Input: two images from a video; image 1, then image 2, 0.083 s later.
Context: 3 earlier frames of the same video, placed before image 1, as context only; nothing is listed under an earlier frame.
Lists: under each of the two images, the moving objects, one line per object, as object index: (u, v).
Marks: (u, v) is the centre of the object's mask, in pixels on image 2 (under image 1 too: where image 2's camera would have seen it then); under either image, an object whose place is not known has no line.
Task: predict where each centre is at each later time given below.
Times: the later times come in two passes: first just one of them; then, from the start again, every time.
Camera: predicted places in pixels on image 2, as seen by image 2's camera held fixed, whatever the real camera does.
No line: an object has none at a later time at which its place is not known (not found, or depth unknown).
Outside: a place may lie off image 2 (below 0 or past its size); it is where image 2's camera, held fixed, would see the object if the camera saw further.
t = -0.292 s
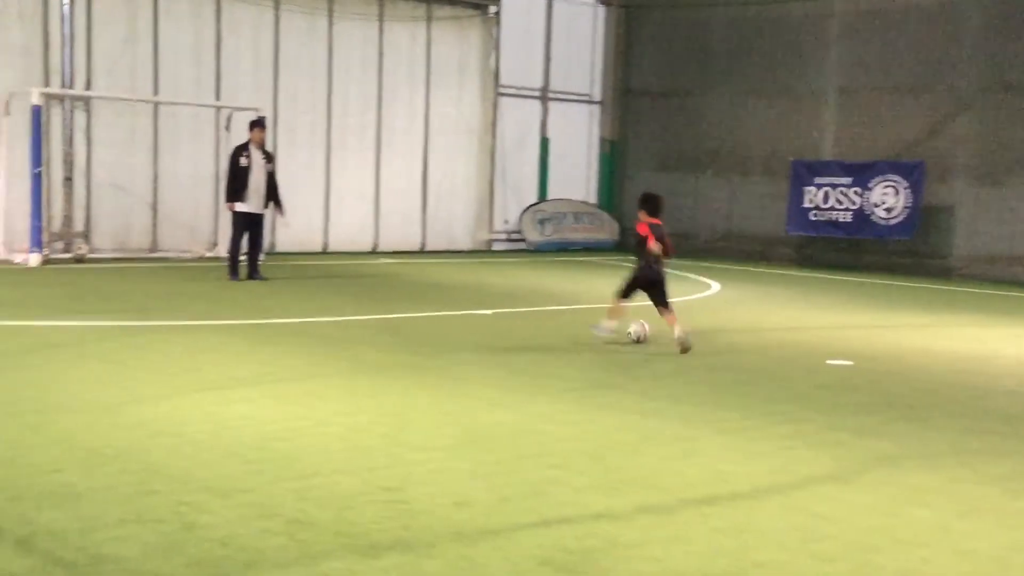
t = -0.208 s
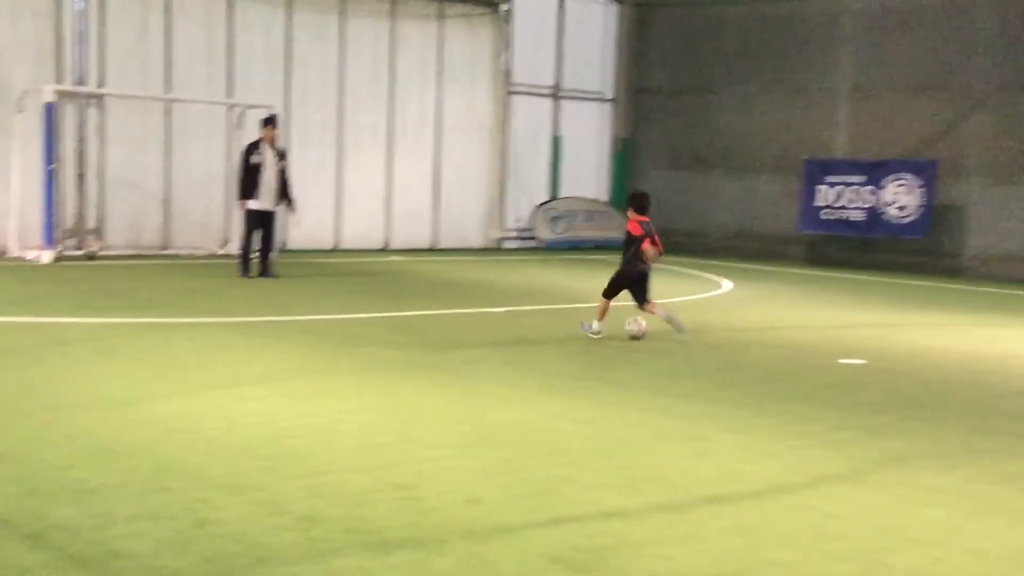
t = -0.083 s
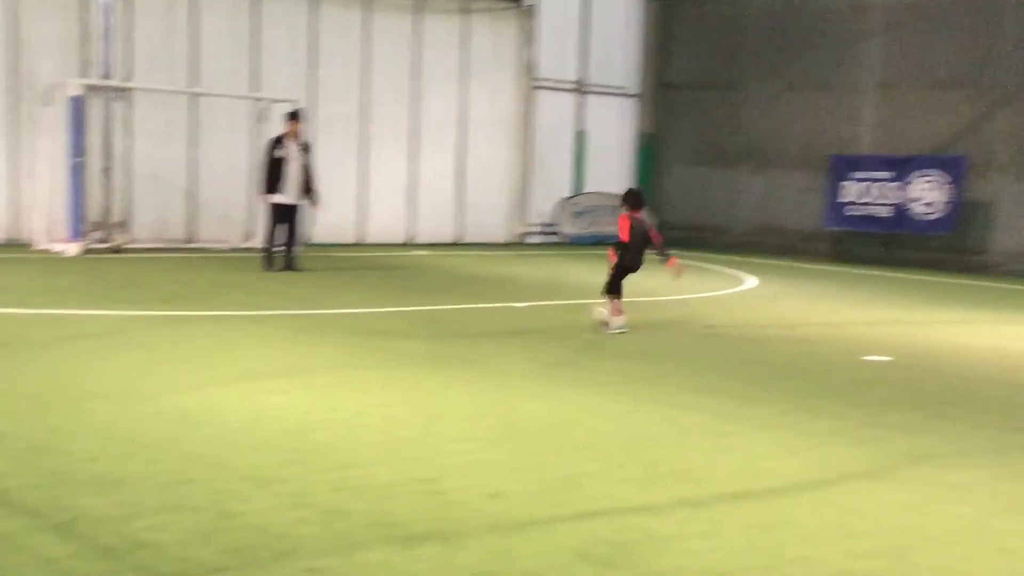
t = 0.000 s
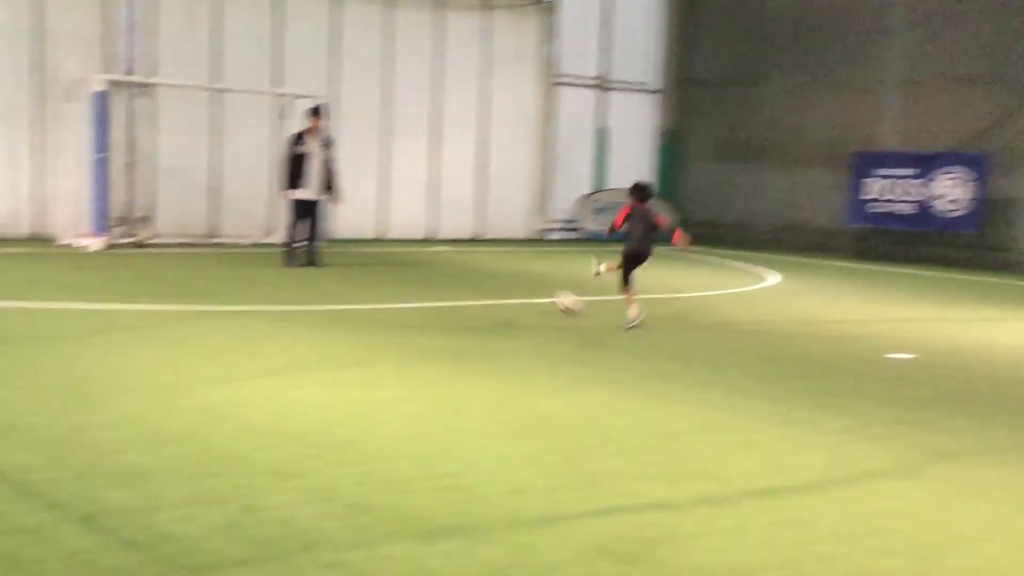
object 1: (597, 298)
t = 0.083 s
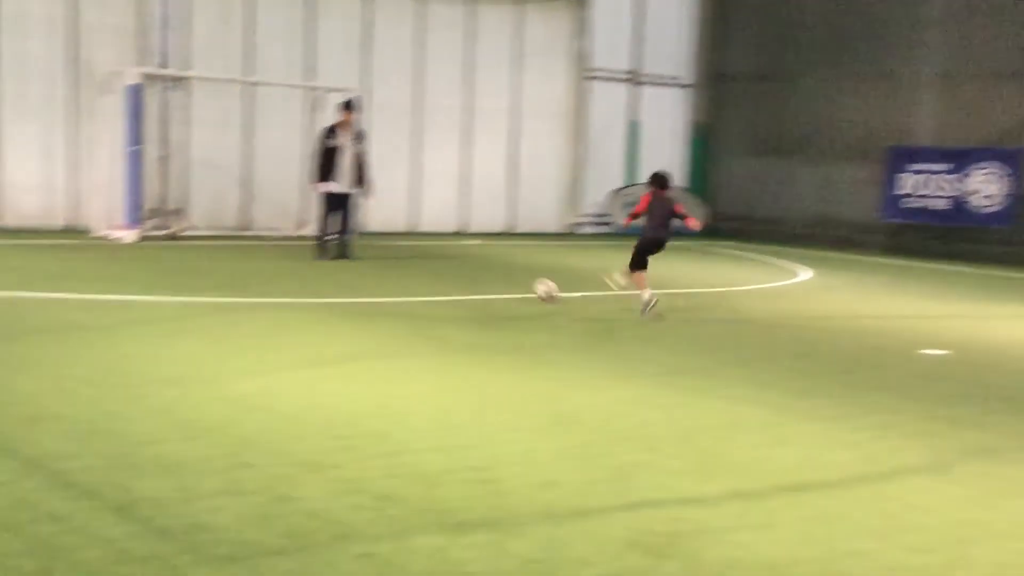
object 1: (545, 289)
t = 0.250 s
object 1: (460, 279)
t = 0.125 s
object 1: (522, 286)
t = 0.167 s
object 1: (501, 284)
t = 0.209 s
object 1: (480, 282)
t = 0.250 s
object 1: (460, 279)
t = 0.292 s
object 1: (442, 277)
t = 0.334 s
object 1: (424, 274)
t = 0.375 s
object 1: (408, 272)
